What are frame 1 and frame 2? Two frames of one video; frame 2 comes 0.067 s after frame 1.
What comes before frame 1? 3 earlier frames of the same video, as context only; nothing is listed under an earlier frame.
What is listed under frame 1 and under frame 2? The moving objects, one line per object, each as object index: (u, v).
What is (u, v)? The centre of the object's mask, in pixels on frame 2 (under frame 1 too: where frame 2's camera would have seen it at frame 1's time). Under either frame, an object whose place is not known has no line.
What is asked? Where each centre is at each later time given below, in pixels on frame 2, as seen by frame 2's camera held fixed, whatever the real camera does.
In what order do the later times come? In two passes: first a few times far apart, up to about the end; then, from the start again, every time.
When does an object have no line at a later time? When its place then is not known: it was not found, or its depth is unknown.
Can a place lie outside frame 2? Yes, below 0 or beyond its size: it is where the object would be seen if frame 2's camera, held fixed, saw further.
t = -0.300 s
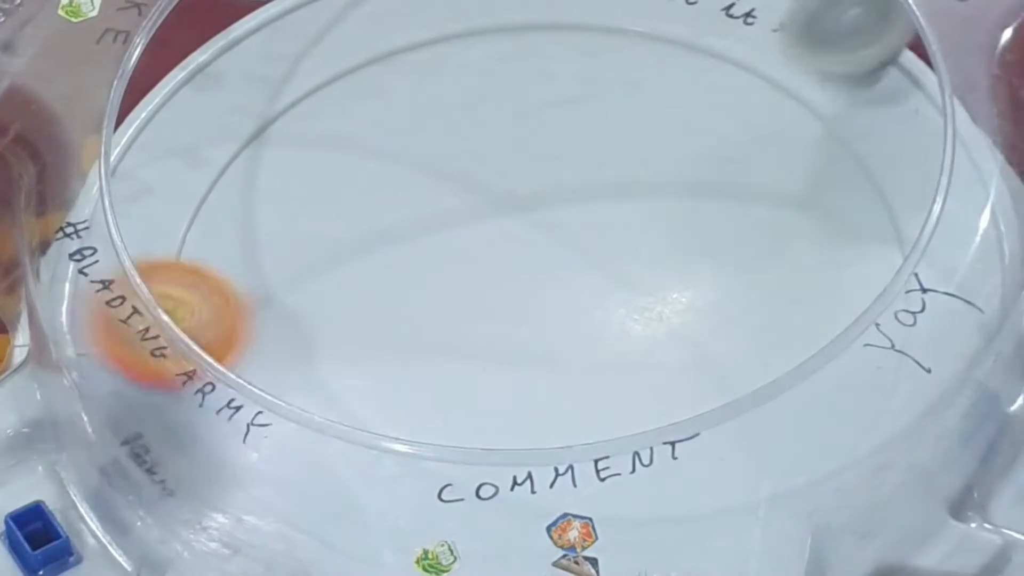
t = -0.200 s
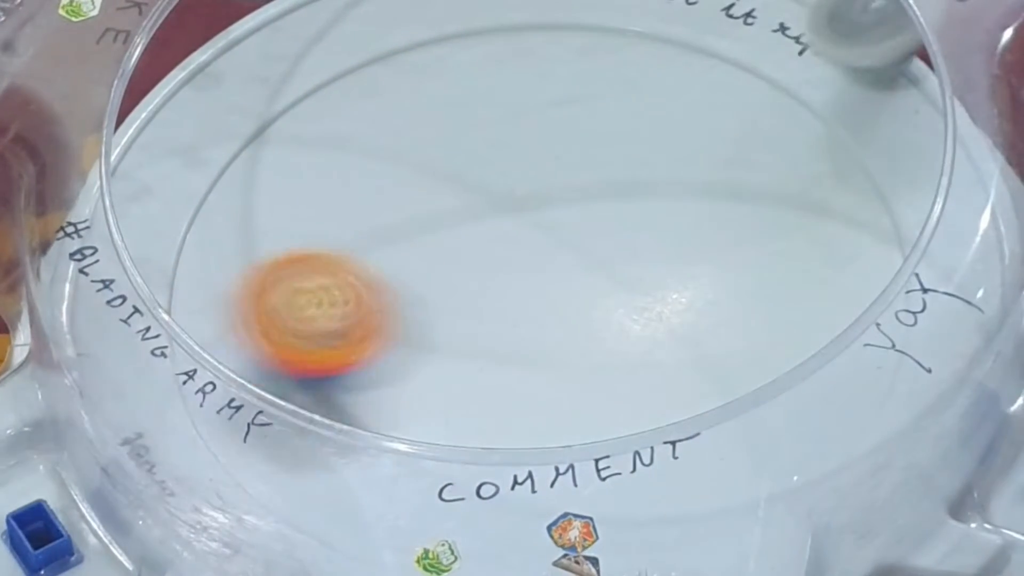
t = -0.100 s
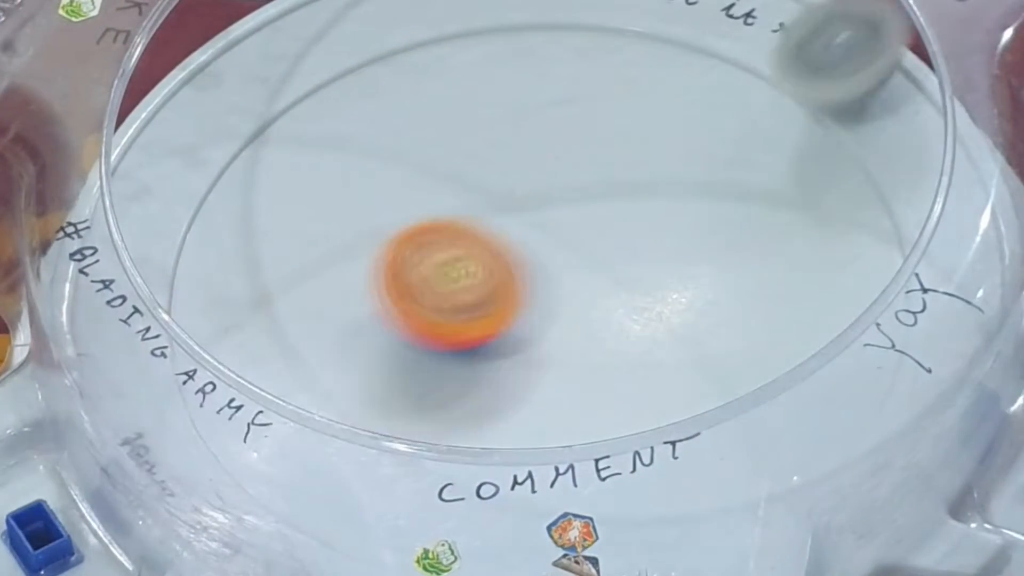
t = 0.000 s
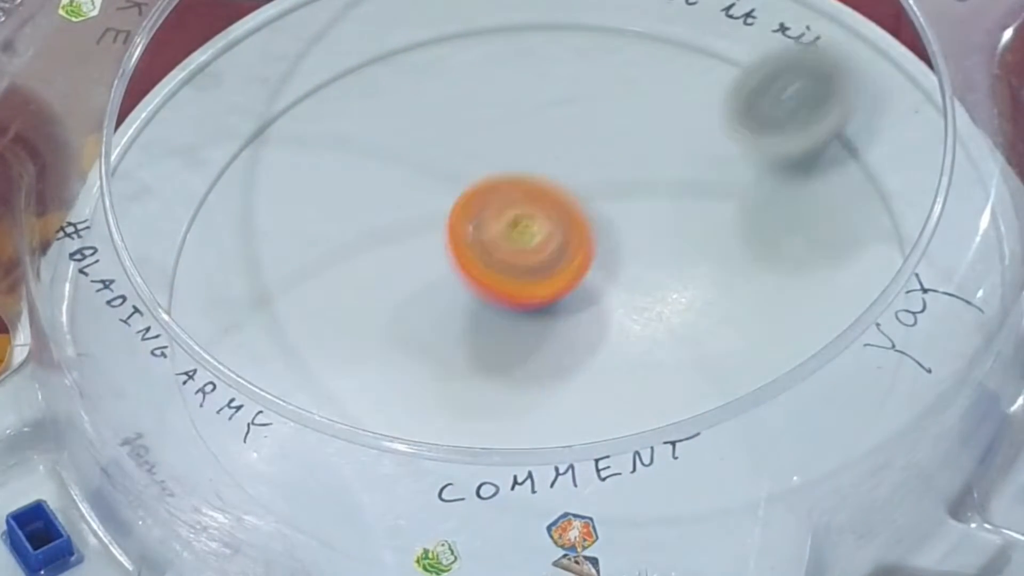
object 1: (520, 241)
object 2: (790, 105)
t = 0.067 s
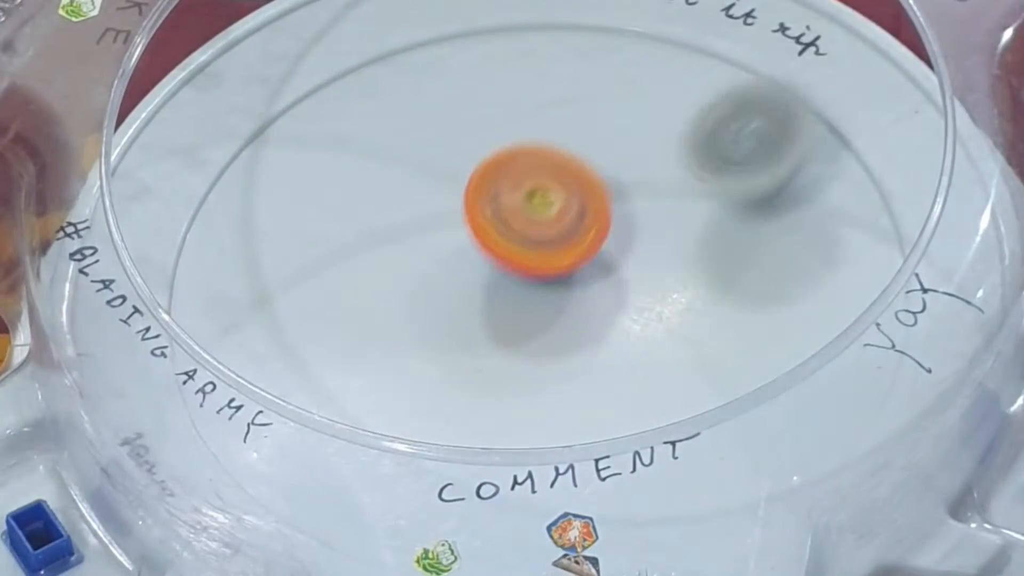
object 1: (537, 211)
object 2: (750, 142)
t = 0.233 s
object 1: (411, 135)
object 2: (782, 233)
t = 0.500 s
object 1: (383, 167)
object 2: (624, 258)
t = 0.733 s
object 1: (327, 254)
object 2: (613, 91)
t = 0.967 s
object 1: (412, 343)
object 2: (662, 71)
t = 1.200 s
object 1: (533, 330)
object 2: (560, 179)
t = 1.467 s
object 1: (667, 358)
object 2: (352, 48)
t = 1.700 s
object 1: (733, 314)
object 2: (416, 101)
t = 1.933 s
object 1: (693, 257)
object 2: (385, 173)
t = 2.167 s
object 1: (580, 243)
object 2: (368, 282)
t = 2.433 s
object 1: (436, 258)
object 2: (294, 349)
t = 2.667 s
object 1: (488, 183)
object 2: (281, 344)
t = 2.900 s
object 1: (502, 129)
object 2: (472, 344)
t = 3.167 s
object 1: (484, 116)
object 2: (636, 396)
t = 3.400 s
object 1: (490, 168)
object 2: (624, 439)
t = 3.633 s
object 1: (501, 173)
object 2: (611, 362)
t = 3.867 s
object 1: (426, 101)
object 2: (606, 457)
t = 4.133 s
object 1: (399, 198)
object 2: (518, 302)
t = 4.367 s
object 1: (386, 275)
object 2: (674, 196)
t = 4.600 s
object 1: (426, 332)
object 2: (747, 240)
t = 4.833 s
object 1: (458, 369)
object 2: (568, 234)
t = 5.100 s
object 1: (449, 405)
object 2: (556, 82)
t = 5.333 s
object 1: (464, 403)
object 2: (563, 125)
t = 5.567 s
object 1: (496, 379)
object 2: (411, 236)
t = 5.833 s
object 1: (622, 379)
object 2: (294, 143)
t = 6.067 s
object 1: (649, 322)
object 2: (379, 170)
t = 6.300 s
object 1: (694, 249)
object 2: (482, 322)
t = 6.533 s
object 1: (693, 193)
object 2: (416, 408)
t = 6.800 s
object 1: (626, 185)
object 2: (403, 359)
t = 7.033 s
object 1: (584, 162)
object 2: (536, 328)
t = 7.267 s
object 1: (519, 158)
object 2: (576, 349)
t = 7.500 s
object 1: (466, 186)
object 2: (578, 311)
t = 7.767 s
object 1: (416, 247)
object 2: (601, 236)
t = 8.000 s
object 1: (391, 297)
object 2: (612, 212)
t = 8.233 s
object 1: (403, 328)
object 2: (555, 235)
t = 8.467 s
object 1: (423, 363)
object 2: (485, 229)
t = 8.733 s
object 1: (463, 366)
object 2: (453, 238)
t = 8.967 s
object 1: (527, 384)
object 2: (479, 153)
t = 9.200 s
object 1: (578, 362)
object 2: (565, 218)
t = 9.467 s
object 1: (614, 398)
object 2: (544, 144)
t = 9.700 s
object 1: (611, 386)
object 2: (523, 167)
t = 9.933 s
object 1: (577, 342)
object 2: (437, 233)
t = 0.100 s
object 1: (543, 196)
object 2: (727, 162)
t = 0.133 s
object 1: (546, 183)
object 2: (705, 182)
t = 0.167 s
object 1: (500, 164)
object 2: (734, 204)
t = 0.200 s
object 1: (450, 149)
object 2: (759, 221)
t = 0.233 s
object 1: (411, 135)
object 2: (782, 233)
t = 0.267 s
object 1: (387, 125)
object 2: (792, 247)
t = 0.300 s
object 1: (374, 123)
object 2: (791, 259)
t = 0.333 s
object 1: (369, 126)
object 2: (779, 269)
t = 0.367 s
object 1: (367, 131)
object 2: (756, 279)
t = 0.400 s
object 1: (367, 138)
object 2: (732, 284)
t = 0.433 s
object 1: (371, 146)
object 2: (694, 281)
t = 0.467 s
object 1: (376, 156)
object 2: (657, 273)
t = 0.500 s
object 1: (383, 167)
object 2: (624, 258)
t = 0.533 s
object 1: (392, 177)
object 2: (589, 236)
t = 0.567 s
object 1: (402, 188)
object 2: (567, 209)
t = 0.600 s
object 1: (387, 192)
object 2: (565, 175)
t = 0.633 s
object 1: (359, 207)
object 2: (578, 149)
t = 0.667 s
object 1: (341, 219)
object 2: (591, 128)
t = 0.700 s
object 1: (331, 236)
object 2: (605, 108)
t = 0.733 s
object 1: (327, 254)
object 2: (613, 91)
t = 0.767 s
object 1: (330, 274)
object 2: (624, 74)
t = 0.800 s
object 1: (339, 292)
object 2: (636, 63)
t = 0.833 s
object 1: (349, 308)
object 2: (645, 56)
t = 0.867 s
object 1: (362, 321)
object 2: (653, 54)
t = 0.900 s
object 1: (376, 331)
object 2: (659, 56)
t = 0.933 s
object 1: (393, 338)
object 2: (662, 60)
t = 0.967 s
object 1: (412, 343)
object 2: (662, 71)
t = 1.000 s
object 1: (431, 345)
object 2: (659, 83)
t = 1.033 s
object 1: (450, 346)
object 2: (651, 98)
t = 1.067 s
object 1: (468, 345)
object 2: (639, 114)
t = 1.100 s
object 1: (486, 343)
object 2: (624, 132)
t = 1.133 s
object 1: (502, 340)
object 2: (607, 148)
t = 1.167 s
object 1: (519, 335)
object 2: (586, 164)
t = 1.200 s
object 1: (533, 330)
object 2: (560, 179)
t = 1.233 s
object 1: (546, 325)
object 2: (532, 195)
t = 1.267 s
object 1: (564, 341)
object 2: (494, 185)
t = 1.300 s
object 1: (584, 356)
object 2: (456, 164)
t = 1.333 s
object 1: (601, 362)
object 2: (416, 138)
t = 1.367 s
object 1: (619, 363)
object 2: (391, 112)
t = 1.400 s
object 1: (637, 363)
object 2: (372, 87)
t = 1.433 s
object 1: (652, 361)
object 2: (362, 62)
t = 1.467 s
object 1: (667, 358)
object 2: (352, 48)
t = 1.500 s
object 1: (680, 354)
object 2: (363, 48)
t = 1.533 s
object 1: (693, 349)
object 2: (378, 56)
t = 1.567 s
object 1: (704, 343)
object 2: (393, 64)
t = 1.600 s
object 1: (714, 338)
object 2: (401, 72)
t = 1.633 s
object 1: (722, 331)
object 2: (410, 82)
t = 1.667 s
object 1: (729, 323)
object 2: (414, 90)
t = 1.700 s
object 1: (733, 314)
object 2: (416, 101)
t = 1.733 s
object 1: (734, 305)
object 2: (414, 110)
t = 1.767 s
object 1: (733, 295)
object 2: (412, 119)
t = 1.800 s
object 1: (729, 287)
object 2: (407, 129)
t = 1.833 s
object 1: (723, 279)
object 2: (401, 140)
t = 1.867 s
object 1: (714, 270)
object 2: (395, 151)
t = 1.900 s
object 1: (704, 264)
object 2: (390, 162)
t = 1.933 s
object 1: (693, 257)
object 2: (385, 173)
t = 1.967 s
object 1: (679, 253)
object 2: (380, 186)
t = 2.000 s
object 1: (665, 249)
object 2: (377, 201)
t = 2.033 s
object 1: (650, 247)
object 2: (375, 215)
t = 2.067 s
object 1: (633, 246)
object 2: (373, 230)
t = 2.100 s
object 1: (616, 245)
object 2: (371, 247)
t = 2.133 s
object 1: (597, 244)
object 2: (370, 264)
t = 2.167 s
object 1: (580, 243)
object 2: (368, 282)
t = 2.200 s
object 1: (561, 243)
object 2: (364, 300)
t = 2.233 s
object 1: (543, 244)
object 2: (357, 318)
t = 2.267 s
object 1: (525, 245)
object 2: (352, 333)
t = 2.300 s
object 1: (507, 247)
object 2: (342, 345)
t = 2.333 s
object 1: (489, 249)
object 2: (332, 352)
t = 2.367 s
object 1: (471, 251)
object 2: (319, 355)
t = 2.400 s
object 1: (453, 254)
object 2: (306, 353)
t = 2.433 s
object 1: (436, 258)
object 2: (294, 349)
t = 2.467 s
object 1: (419, 261)
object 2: (292, 344)
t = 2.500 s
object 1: (406, 266)
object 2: (291, 340)
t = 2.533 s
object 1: (413, 252)
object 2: (274, 340)
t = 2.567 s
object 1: (432, 228)
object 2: (268, 342)
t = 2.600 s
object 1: (452, 213)
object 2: (269, 343)
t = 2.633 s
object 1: (470, 196)
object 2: (272, 343)
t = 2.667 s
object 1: (488, 183)
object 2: (281, 344)
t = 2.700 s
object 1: (502, 176)
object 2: (296, 344)
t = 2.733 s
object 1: (511, 168)
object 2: (319, 338)
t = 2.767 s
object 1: (514, 162)
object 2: (345, 336)
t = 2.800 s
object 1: (513, 154)
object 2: (372, 335)
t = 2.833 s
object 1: (510, 145)
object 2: (406, 336)
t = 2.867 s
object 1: (506, 136)
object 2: (440, 339)
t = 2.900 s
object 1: (502, 129)
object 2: (472, 344)
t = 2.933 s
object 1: (498, 122)
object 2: (503, 350)
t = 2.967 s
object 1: (494, 117)
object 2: (532, 356)
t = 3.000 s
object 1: (491, 114)
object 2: (557, 364)
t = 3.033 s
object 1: (489, 112)
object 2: (578, 371)
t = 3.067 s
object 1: (488, 112)
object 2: (601, 383)
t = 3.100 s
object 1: (487, 113)
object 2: (617, 388)
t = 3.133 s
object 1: (485, 114)
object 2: (626, 392)
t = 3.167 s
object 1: (484, 116)
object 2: (636, 396)
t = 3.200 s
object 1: (483, 120)
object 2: (646, 399)
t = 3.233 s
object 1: (484, 124)
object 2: (656, 418)
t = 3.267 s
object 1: (484, 130)
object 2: (662, 424)
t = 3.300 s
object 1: (484, 138)
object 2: (659, 429)
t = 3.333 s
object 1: (485, 148)
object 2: (651, 448)
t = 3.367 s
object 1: (487, 158)
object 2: (636, 448)
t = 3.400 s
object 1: (490, 168)
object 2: (624, 439)
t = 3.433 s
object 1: (495, 178)
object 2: (609, 412)
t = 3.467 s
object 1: (501, 188)
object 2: (599, 405)
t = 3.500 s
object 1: (506, 198)
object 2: (587, 396)
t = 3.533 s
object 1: (512, 209)
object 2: (580, 380)
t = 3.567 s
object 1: (518, 221)
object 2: (576, 351)
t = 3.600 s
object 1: (519, 219)
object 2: (579, 334)
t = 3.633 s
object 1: (501, 173)
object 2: (611, 362)
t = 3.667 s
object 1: (484, 134)
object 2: (629, 380)
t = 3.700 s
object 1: (470, 103)
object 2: (643, 387)
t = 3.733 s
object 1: (460, 87)
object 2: (650, 396)
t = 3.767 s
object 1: (451, 83)
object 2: (645, 405)
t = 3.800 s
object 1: (443, 87)
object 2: (633, 413)
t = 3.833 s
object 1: (435, 93)
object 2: (625, 454)
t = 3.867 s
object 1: (426, 101)
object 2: (606, 457)
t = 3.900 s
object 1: (419, 110)
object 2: (588, 456)
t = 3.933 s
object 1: (414, 120)
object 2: (559, 422)
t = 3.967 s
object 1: (409, 132)
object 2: (544, 413)
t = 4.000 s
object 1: (405, 144)
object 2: (529, 401)
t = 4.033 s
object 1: (402, 157)
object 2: (517, 387)
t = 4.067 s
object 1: (400, 170)
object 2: (518, 358)
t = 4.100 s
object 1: (399, 184)
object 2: (516, 331)
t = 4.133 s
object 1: (399, 198)
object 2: (518, 302)
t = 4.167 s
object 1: (397, 210)
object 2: (527, 274)
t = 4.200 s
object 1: (388, 217)
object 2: (553, 256)
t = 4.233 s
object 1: (385, 227)
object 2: (574, 237)
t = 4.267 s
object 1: (384, 239)
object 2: (599, 224)
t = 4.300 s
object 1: (383, 251)
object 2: (627, 210)
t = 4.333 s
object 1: (384, 263)
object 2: (654, 200)
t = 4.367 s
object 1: (386, 275)
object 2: (674, 196)
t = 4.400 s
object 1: (389, 286)
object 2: (696, 194)
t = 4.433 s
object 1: (393, 296)
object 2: (718, 195)
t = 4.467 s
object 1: (398, 305)
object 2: (733, 198)
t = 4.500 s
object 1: (404, 313)
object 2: (745, 206)
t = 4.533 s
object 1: (410, 321)
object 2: (754, 215)
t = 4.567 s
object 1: (418, 327)
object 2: (754, 227)
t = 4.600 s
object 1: (426, 332)
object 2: (747, 240)
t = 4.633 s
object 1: (435, 337)
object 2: (732, 252)
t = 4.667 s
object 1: (443, 341)
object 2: (710, 262)
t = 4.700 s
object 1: (452, 344)
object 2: (678, 267)
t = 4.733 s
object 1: (460, 346)
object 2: (644, 269)
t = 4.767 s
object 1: (469, 349)
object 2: (616, 267)
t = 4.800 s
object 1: (472, 353)
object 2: (584, 256)
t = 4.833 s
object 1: (458, 369)
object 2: (568, 234)
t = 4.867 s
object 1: (445, 380)
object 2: (553, 203)
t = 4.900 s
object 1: (438, 386)
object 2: (543, 178)
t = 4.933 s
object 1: (436, 390)
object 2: (537, 153)
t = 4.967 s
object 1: (439, 394)
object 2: (536, 133)
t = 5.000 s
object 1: (442, 397)
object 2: (537, 114)
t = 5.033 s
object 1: (445, 401)
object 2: (544, 100)
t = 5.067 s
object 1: (447, 403)
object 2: (550, 89)
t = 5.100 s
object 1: (449, 405)
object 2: (556, 82)
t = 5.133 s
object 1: (452, 406)
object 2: (562, 79)
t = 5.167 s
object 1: (455, 406)
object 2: (567, 80)
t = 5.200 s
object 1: (457, 407)
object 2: (571, 83)
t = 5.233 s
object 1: (459, 407)
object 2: (572, 90)
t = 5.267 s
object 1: (461, 406)
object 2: (573, 103)
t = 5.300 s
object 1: (462, 404)
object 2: (571, 116)
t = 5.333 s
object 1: (464, 403)
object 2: (563, 125)
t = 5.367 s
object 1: (466, 400)
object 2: (554, 148)
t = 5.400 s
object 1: (468, 397)
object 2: (543, 165)
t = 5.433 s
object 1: (471, 392)
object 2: (525, 193)
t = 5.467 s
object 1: (475, 386)
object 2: (502, 213)
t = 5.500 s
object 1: (478, 377)
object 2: (478, 229)
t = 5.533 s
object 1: (481, 368)
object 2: (452, 239)
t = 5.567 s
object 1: (496, 379)
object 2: (411, 236)
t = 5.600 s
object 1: (520, 392)
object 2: (379, 223)
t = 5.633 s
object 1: (546, 397)
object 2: (353, 208)
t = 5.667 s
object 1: (570, 398)
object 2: (330, 194)
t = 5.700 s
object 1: (588, 395)
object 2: (316, 180)
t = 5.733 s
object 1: (598, 392)
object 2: (305, 168)
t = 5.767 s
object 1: (607, 388)
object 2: (297, 158)
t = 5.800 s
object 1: (615, 383)
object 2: (294, 150)
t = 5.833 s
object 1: (622, 379)
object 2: (294, 143)
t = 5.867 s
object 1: (630, 372)
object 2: (296, 140)
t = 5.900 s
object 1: (636, 366)
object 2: (301, 139)
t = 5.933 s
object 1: (641, 358)
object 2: (313, 140)
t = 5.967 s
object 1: (644, 350)
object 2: (323, 144)
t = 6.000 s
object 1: (647, 341)
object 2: (336, 150)
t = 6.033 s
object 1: (648, 332)
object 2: (355, 158)
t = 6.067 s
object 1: (649, 322)
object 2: (379, 170)
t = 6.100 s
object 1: (649, 313)
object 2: (404, 185)
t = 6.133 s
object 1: (648, 304)
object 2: (429, 202)
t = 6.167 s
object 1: (646, 294)
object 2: (459, 226)
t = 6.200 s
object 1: (643, 285)
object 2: (481, 246)
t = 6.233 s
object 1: (655, 275)
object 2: (488, 272)
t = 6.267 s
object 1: (679, 263)
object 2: (485, 296)
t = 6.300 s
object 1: (694, 249)
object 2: (482, 322)
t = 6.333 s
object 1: (702, 240)
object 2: (478, 343)
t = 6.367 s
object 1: (706, 230)
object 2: (473, 363)
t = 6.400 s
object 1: (708, 220)
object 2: (465, 384)
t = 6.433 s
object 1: (706, 212)
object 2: (456, 395)
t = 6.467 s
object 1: (703, 205)
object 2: (445, 401)
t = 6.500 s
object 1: (698, 199)
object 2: (431, 406)
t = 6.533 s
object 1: (693, 193)
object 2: (416, 408)
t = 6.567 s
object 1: (687, 189)
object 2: (404, 408)
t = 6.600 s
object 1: (681, 186)
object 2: (394, 405)
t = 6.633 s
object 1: (673, 184)
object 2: (384, 401)
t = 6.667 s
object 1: (665, 182)
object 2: (382, 396)
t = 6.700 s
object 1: (657, 182)
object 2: (379, 390)
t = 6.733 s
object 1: (647, 182)
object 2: (381, 384)
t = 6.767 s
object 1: (637, 183)
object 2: (388, 374)
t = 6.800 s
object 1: (626, 185)
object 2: (403, 359)
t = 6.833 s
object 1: (615, 187)
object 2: (423, 341)
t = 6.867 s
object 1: (604, 190)
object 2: (448, 325)
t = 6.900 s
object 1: (593, 194)
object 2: (473, 311)
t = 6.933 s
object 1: (584, 195)
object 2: (506, 302)
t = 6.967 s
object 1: (588, 177)
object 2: (513, 312)
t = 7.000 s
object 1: (589, 167)
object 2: (523, 321)
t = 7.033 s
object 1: (584, 162)
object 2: (536, 328)
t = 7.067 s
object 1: (576, 160)
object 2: (546, 336)
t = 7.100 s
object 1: (566, 158)
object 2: (553, 342)
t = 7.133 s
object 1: (556, 156)
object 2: (560, 345)
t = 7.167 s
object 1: (547, 156)
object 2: (567, 350)
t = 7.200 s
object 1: (537, 155)
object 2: (571, 351)
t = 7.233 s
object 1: (528, 156)
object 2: (573, 350)
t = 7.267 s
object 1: (519, 158)
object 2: (576, 349)
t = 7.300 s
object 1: (510, 159)
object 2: (578, 347)
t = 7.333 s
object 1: (501, 162)
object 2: (578, 344)
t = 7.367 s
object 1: (492, 165)
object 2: (578, 340)
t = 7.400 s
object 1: (485, 169)
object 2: (578, 334)
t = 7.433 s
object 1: (478, 174)
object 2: (578, 327)
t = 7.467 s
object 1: (471, 180)
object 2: (578, 320)
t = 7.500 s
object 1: (466, 186)
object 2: (578, 311)
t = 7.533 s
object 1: (459, 193)
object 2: (579, 303)
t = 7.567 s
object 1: (453, 200)
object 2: (576, 293)
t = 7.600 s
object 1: (448, 208)
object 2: (577, 283)
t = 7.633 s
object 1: (442, 215)
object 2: (580, 272)
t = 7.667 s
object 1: (438, 223)
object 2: (581, 261)
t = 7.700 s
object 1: (430, 231)
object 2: (590, 252)
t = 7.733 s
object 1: (422, 240)
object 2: (596, 243)
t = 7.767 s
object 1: (416, 247)
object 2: (601, 236)
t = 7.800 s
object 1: (410, 255)
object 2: (605, 229)
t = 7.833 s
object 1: (404, 262)
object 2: (608, 224)
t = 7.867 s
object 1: (400, 270)
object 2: (611, 219)
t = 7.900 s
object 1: (397, 277)
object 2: (612, 217)
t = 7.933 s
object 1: (394, 284)
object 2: (613, 213)
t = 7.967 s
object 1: (392, 291)
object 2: (613, 212)
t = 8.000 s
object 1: (391, 297)
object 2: (612, 212)
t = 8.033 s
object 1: (390, 303)
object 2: (611, 212)
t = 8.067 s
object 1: (390, 308)
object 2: (605, 214)
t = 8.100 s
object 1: (391, 313)
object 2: (599, 218)
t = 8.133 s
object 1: (393, 317)
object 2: (590, 223)
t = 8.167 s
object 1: (396, 321)
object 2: (579, 226)
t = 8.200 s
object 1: (399, 325)
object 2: (568, 231)
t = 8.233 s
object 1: (403, 328)
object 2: (555, 235)
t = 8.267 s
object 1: (408, 330)
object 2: (538, 239)
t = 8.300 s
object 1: (412, 333)
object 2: (524, 241)
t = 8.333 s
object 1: (408, 343)
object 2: (517, 237)
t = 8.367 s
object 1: (411, 350)
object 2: (509, 233)
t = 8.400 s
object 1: (415, 355)
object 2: (500, 232)
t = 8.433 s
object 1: (419, 360)
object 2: (492, 231)
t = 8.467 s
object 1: (423, 363)
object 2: (485, 229)
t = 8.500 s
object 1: (427, 366)
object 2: (479, 228)
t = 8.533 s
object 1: (431, 368)
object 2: (472, 228)
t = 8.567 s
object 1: (435, 369)
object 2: (468, 229)
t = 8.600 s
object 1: (440, 369)
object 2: (463, 230)
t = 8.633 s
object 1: (445, 369)
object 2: (460, 231)
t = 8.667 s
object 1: (451, 369)
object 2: (456, 233)
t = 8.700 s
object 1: (457, 368)
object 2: (454, 235)
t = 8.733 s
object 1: (463, 366)
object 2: (453, 238)
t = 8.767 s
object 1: (469, 371)
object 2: (452, 236)
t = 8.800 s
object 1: (480, 381)
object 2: (448, 218)
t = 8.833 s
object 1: (489, 385)
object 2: (448, 203)
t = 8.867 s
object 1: (499, 385)
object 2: (452, 189)
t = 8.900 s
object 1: (509, 385)
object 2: (458, 174)
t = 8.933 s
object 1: (518, 385)
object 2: (466, 162)
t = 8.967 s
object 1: (527, 384)
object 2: (479, 153)
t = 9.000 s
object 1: (535, 382)
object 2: (495, 150)
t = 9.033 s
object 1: (544, 380)
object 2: (512, 152)
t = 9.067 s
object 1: (551, 377)
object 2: (528, 159)
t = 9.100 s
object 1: (559, 374)
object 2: (541, 171)
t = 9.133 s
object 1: (566, 371)
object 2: (553, 185)
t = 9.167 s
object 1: (572, 367)
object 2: (561, 200)
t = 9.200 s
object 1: (578, 362)
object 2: (565, 218)
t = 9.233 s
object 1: (583, 359)
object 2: (566, 232)
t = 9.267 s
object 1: (590, 380)
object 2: (559, 220)
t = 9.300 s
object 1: (594, 393)
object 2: (553, 200)
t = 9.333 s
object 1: (596, 398)
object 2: (547, 183)
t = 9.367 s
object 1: (600, 399)
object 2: (545, 168)
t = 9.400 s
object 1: (606, 399)
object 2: (545, 157)
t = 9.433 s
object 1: (611, 398)
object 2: (544, 149)
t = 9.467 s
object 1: (614, 398)
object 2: (544, 144)
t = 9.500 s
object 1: (616, 397)
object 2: (544, 141)
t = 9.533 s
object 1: (617, 396)
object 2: (545, 140)
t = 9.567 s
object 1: (618, 394)
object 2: (544, 140)
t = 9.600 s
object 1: (618, 393)
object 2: (541, 144)
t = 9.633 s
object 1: (617, 391)
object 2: (537, 150)
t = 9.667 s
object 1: (615, 389)
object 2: (531, 158)
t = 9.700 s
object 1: (611, 386)
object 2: (523, 167)
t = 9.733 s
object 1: (607, 383)
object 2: (509, 178)
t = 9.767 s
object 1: (602, 378)
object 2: (497, 190)
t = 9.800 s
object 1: (596, 373)
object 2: (484, 200)
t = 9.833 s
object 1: (591, 367)
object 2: (471, 208)
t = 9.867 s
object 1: (586, 360)
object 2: (458, 217)
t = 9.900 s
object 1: (581, 352)
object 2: (447, 224)
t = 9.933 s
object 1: (577, 342)
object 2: (437, 233)
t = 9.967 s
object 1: (573, 334)
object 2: (428, 242)
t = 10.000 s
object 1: (569, 324)
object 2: (420, 252)
